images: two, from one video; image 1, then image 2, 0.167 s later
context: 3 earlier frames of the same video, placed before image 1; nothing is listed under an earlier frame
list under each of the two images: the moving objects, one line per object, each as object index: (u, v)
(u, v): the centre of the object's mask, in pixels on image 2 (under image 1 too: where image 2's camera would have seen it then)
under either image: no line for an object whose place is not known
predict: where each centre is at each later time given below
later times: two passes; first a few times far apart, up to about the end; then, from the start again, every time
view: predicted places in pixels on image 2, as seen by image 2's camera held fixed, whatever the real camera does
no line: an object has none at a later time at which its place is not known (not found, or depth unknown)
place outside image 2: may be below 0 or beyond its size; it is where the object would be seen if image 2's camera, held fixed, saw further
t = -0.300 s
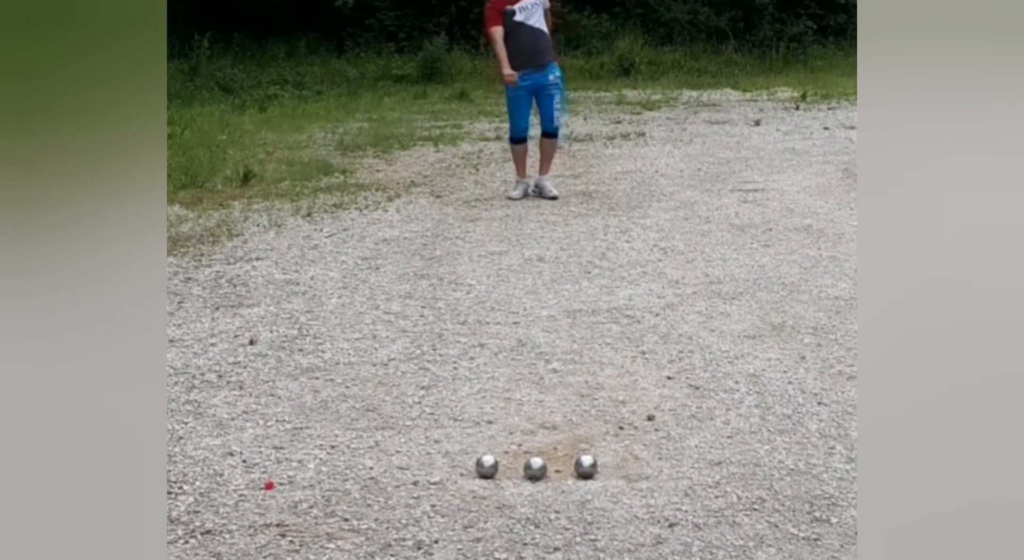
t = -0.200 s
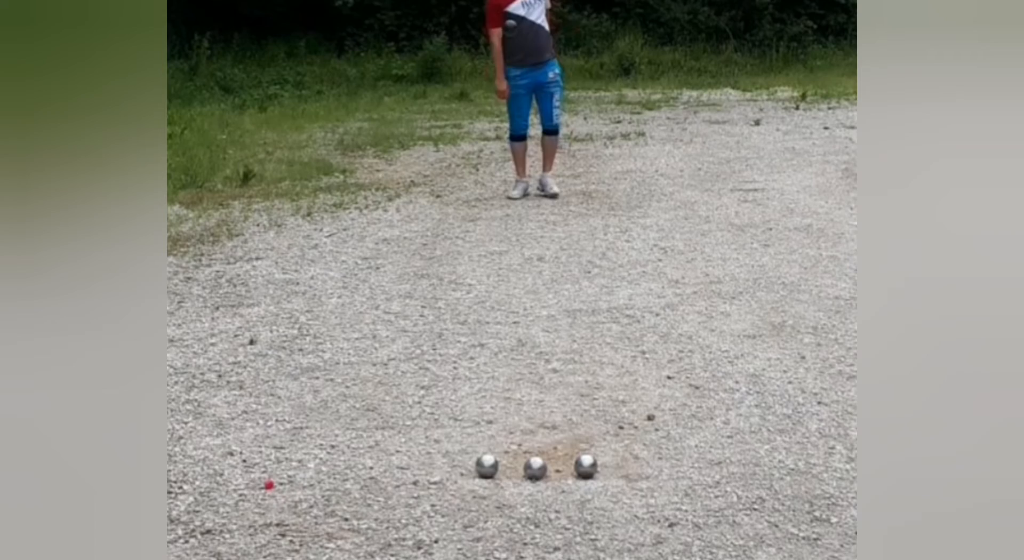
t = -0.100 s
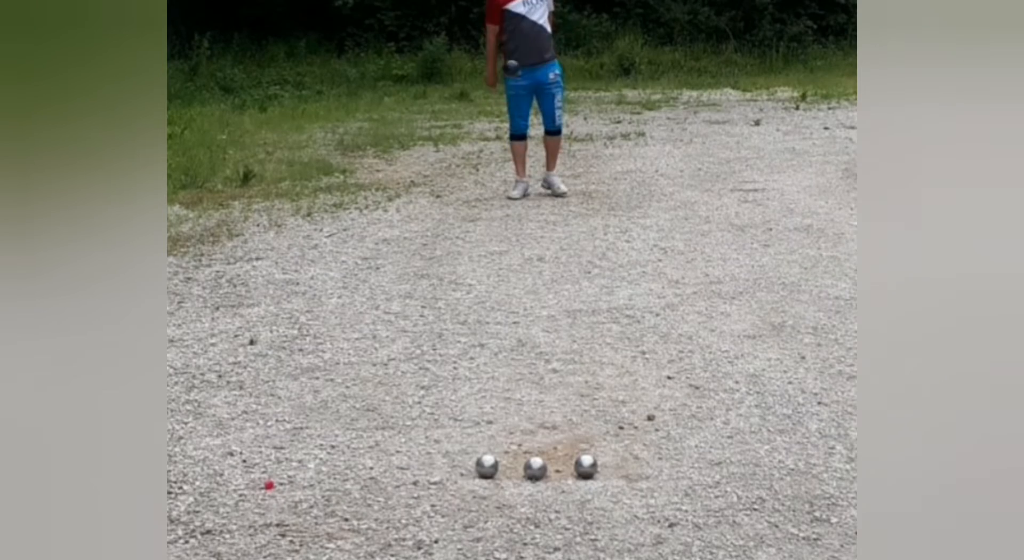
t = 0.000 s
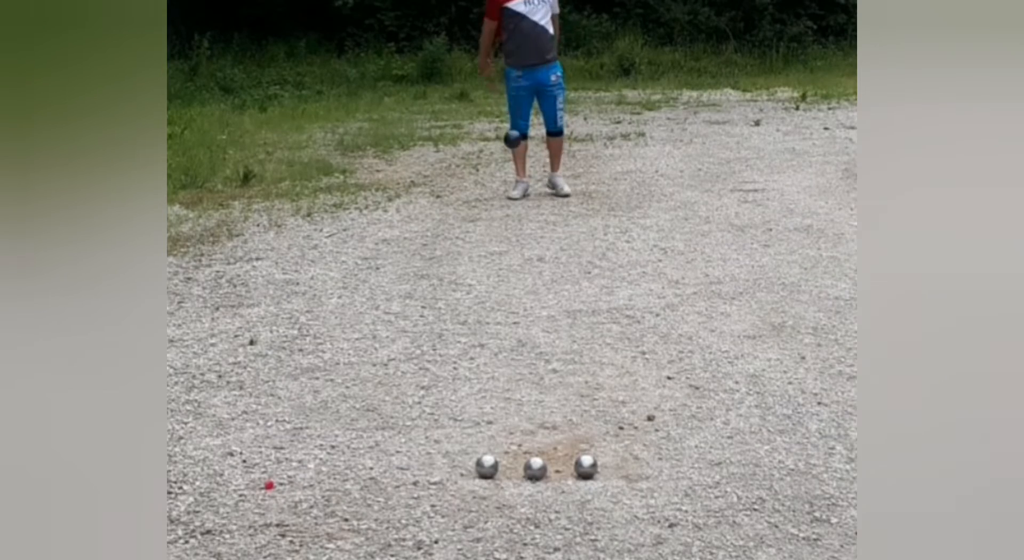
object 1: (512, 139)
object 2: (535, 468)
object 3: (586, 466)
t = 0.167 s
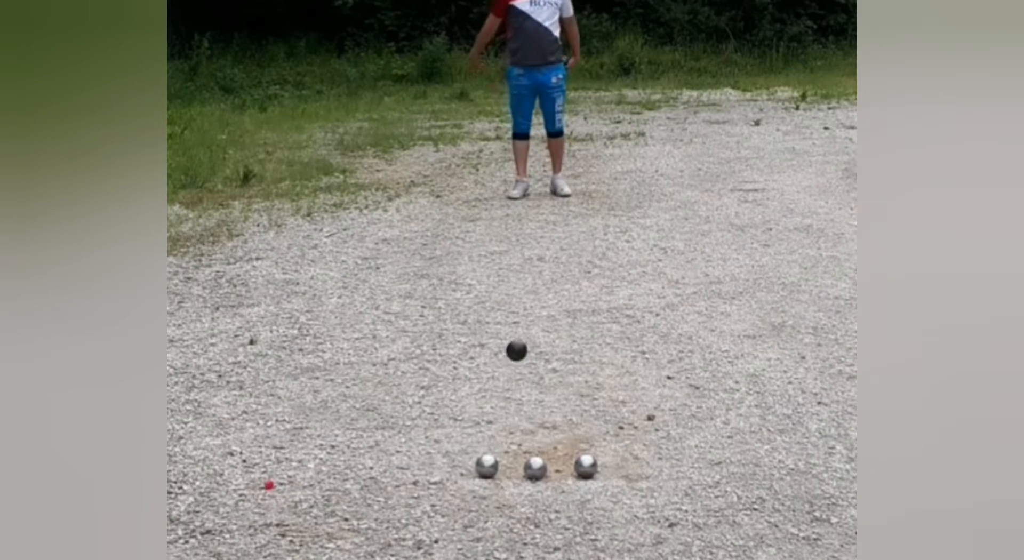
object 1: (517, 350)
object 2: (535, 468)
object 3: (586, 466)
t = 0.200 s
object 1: (517, 411)
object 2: (535, 468)
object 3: (586, 466)
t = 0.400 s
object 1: (558, 451)
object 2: (553, 488)
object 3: (586, 466)
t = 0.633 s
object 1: (564, 470)
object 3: (599, 464)
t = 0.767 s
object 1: (561, 471)
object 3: (601, 464)
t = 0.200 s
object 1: (517, 411)
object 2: (535, 468)
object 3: (586, 466)
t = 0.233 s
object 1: (523, 449)
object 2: (535, 468)
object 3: (586, 466)
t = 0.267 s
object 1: (533, 451)
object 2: (537, 469)
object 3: (586, 466)
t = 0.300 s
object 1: (540, 446)
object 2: (541, 467)
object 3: (586, 466)
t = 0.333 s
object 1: (546, 446)
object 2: (545, 470)
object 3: (586, 466)
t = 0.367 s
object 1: (552, 446)
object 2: (549, 477)
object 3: (586, 466)
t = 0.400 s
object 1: (558, 451)
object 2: (553, 488)
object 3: (586, 466)
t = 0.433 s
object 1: (564, 459)
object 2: (558, 503)
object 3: (586, 466)
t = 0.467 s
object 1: (566, 468)
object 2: (563, 524)
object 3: (589, 466)
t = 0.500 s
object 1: (565, 469)
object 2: (568, 548)
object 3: (591, 465)
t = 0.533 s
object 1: (564, 469)
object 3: (594, 465)
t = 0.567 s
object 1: (564, 469)
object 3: (596, 464)
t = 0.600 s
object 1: (564, 470)
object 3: (597, 464)
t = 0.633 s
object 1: (564, 470)
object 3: (599, 464)
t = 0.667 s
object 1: (563, 471)
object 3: (600, 464)
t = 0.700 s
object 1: (562, 471)
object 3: (601, 464)
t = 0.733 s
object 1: (561, 471)
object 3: (601, 464)
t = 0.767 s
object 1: (561, 471)
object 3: (601, 464)
